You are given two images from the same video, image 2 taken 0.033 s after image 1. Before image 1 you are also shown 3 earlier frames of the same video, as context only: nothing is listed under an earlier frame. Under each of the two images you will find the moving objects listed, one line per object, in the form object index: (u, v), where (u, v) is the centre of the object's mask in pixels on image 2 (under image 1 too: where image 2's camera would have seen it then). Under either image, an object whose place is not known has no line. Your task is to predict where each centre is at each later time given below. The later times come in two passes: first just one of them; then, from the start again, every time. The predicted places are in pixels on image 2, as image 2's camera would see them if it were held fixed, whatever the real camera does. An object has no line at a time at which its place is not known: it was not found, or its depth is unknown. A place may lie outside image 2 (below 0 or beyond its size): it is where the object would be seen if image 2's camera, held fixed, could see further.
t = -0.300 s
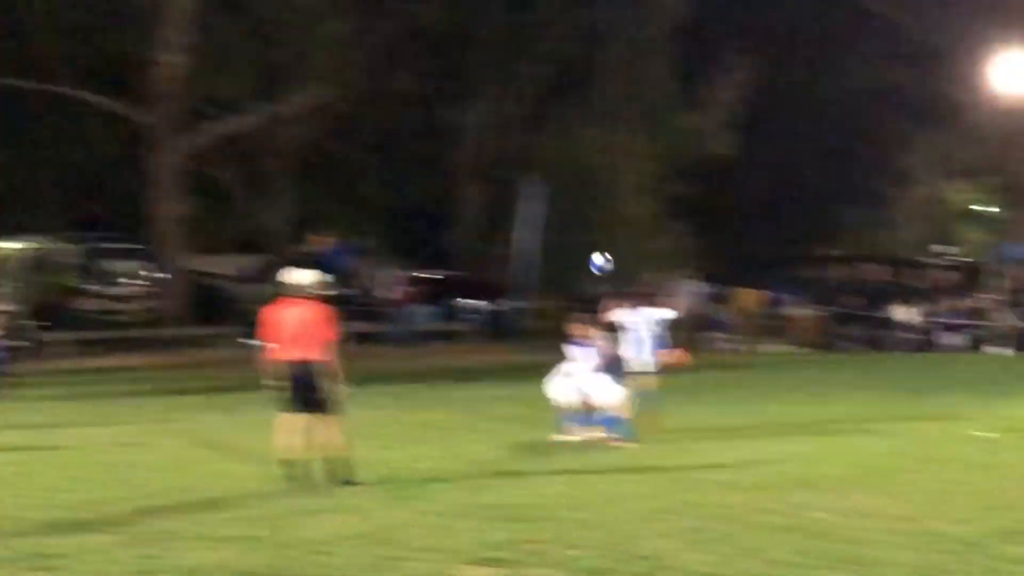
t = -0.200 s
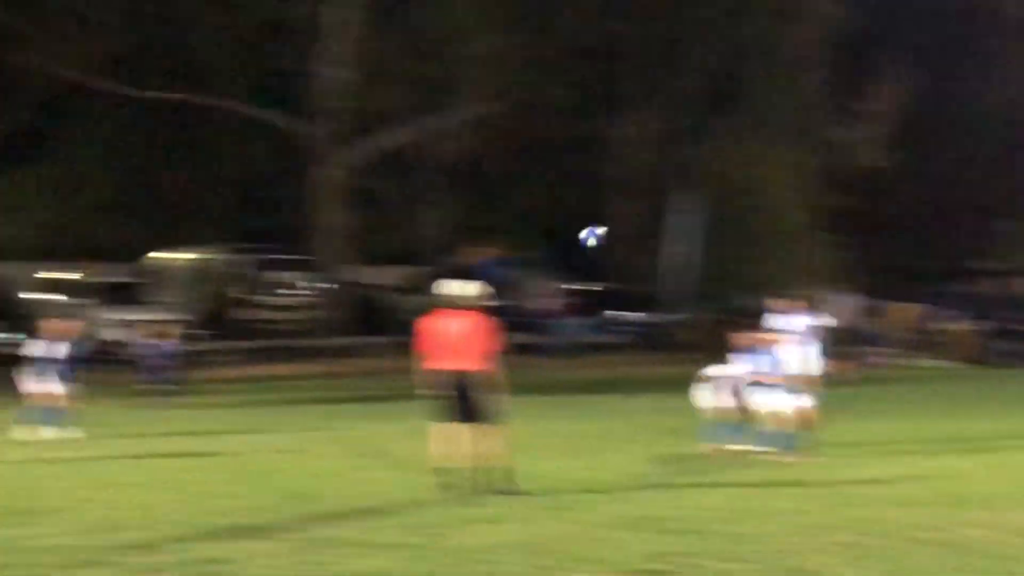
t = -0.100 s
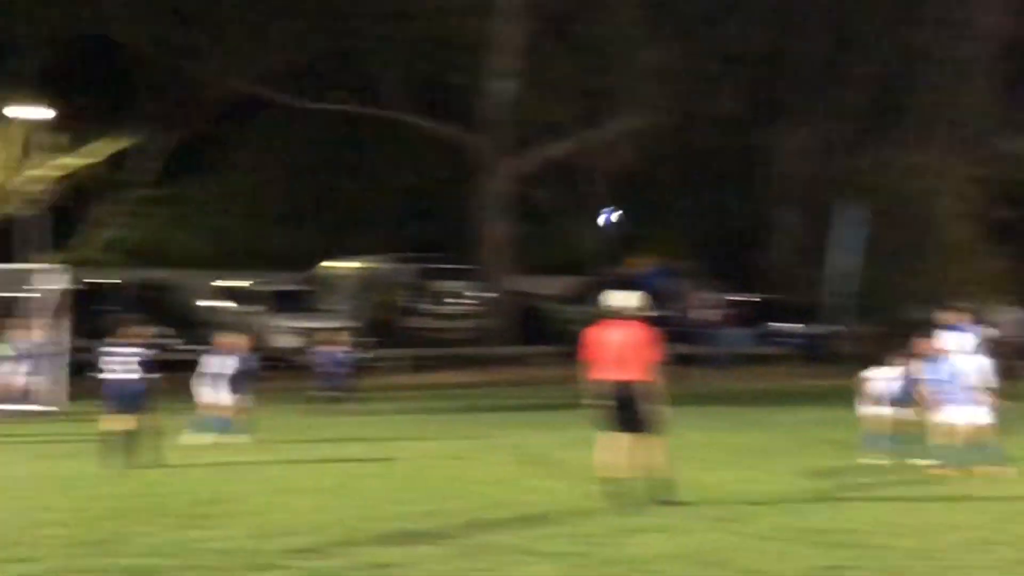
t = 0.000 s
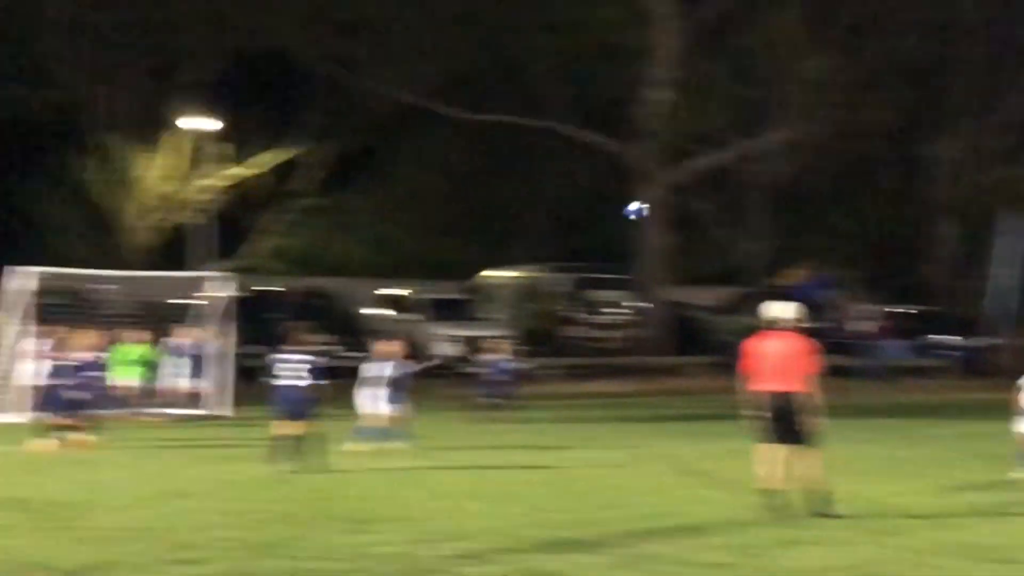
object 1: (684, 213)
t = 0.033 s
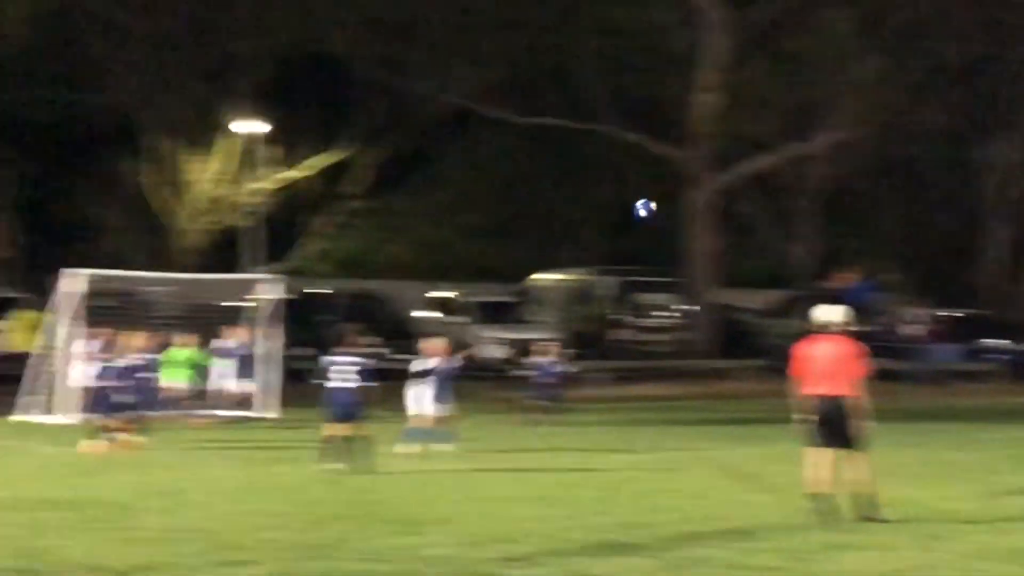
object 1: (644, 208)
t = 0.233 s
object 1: (442, 204)
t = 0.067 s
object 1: (607, 205)
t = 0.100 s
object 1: (571, 204)
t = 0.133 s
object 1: (536, 204)
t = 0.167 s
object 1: (502, 203)
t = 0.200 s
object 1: (471, 203)
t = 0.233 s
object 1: (442, 204)
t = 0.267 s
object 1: (413, 206)
